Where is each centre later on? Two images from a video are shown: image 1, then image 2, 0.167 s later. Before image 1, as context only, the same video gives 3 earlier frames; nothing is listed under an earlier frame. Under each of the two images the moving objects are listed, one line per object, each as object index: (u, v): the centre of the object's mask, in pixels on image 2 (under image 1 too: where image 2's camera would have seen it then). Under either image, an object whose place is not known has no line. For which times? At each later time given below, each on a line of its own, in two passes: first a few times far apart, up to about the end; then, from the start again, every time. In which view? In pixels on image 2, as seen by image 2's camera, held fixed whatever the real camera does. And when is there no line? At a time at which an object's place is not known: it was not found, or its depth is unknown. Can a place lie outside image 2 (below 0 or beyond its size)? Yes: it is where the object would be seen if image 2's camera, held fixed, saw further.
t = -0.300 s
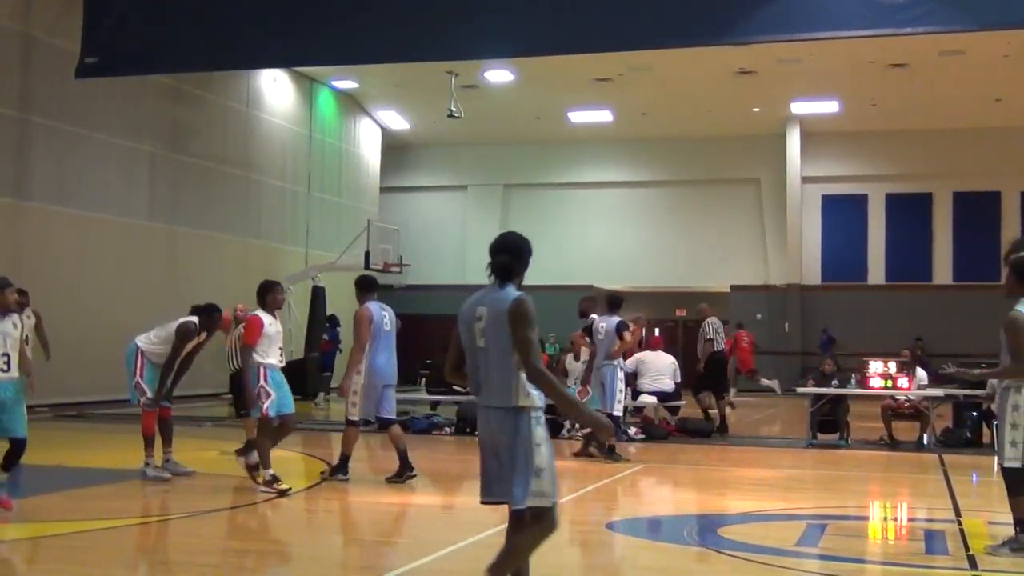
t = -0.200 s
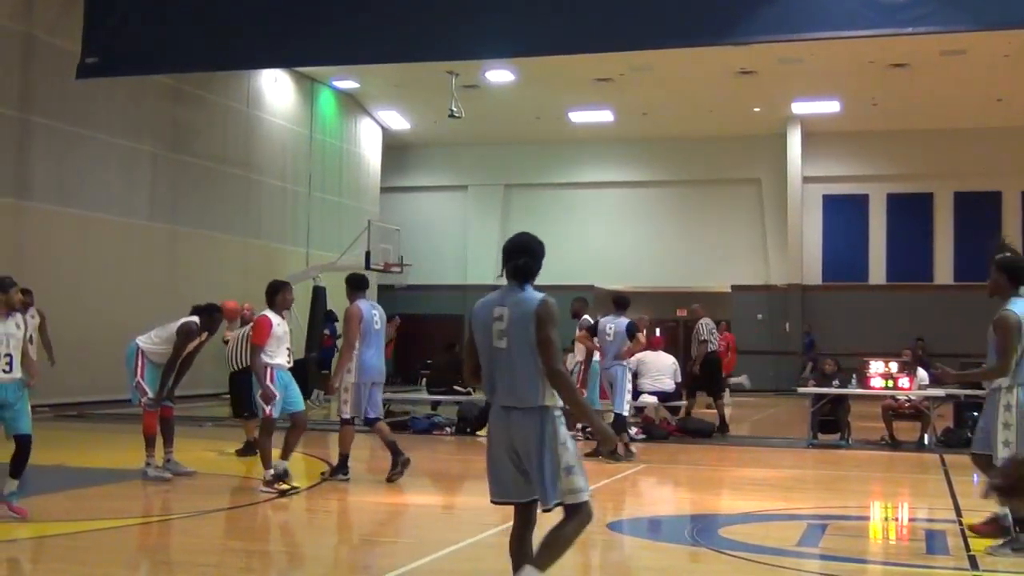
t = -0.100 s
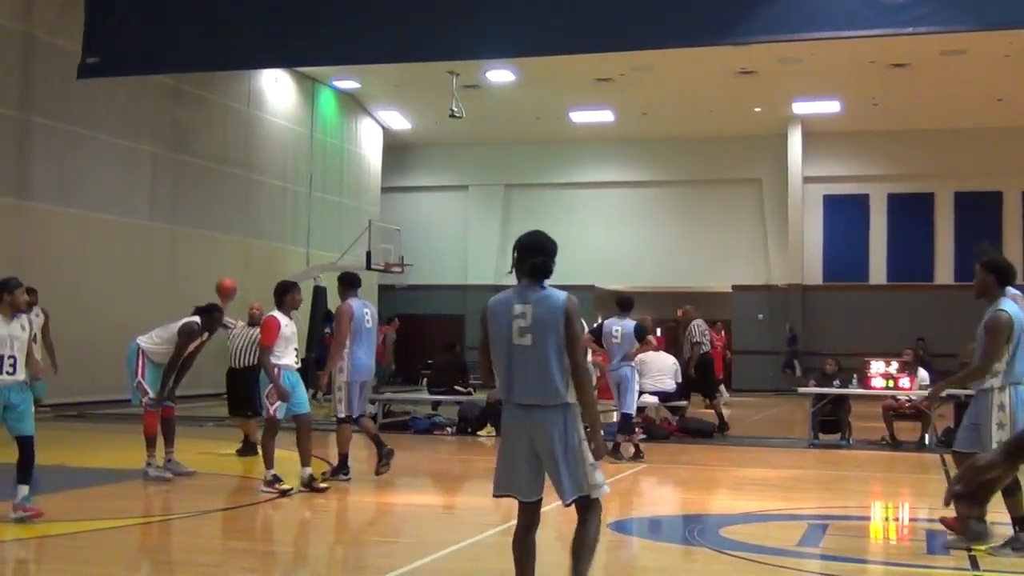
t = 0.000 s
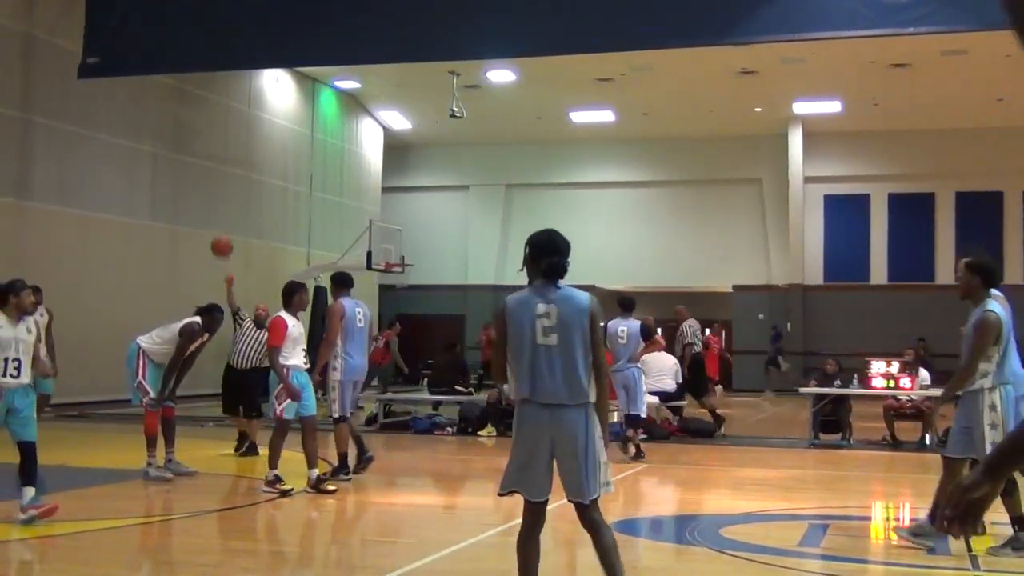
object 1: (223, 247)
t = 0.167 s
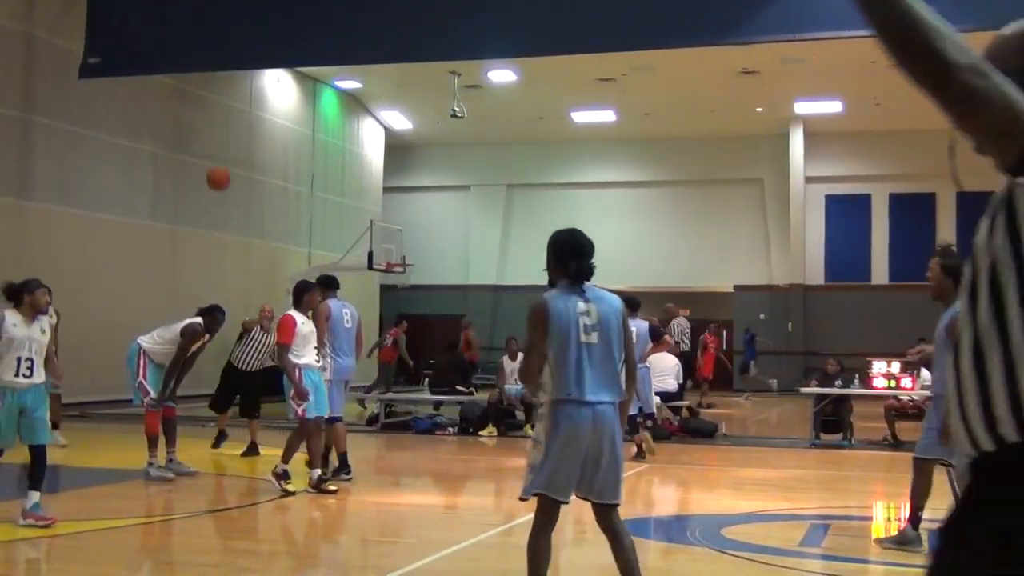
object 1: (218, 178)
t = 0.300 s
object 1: (213, 132)
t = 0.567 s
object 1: (200, 79)
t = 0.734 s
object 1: (187, 84)
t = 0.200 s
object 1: (217, 166)
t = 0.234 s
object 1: (216, 153)
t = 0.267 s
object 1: (215, 143)
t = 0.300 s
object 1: (213, 132)
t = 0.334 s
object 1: (212, 122)
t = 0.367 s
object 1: (211, 114)
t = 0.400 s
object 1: (209, 106)
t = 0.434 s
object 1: (207, 99)
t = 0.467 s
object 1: (205, 92)
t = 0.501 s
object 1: (204, 87)
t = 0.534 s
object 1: (202, 83)
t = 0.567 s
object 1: (200, 79)
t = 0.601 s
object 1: (198, 77)
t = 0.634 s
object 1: (195, 77)
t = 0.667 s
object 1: (193, 77)
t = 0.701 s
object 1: (190, 80)
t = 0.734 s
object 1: (187, 84)
